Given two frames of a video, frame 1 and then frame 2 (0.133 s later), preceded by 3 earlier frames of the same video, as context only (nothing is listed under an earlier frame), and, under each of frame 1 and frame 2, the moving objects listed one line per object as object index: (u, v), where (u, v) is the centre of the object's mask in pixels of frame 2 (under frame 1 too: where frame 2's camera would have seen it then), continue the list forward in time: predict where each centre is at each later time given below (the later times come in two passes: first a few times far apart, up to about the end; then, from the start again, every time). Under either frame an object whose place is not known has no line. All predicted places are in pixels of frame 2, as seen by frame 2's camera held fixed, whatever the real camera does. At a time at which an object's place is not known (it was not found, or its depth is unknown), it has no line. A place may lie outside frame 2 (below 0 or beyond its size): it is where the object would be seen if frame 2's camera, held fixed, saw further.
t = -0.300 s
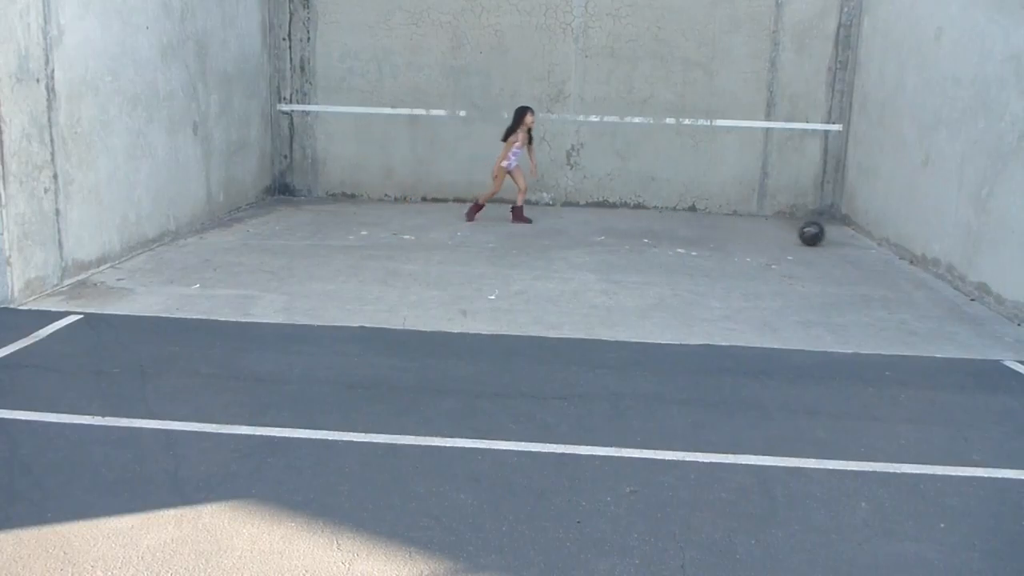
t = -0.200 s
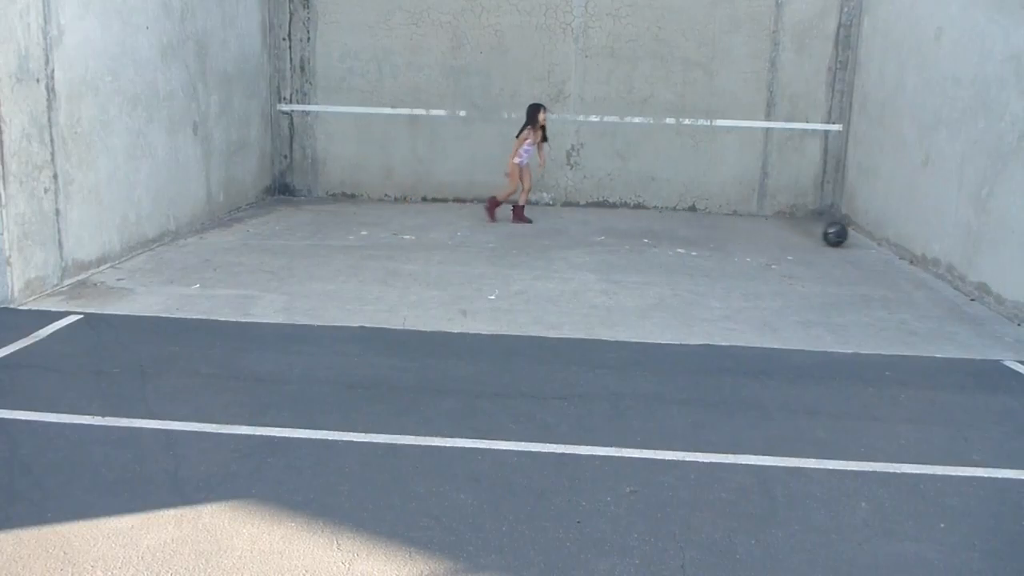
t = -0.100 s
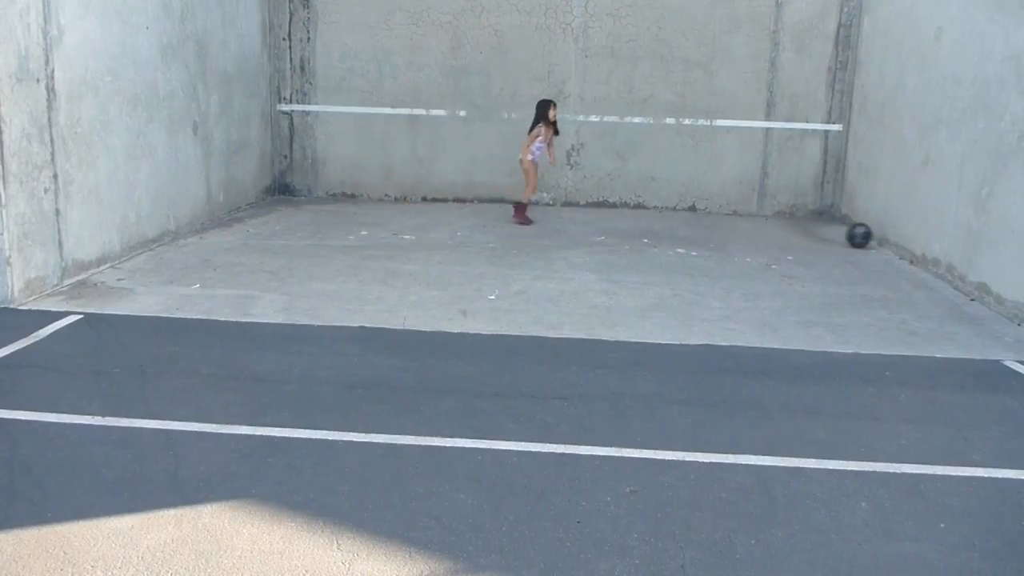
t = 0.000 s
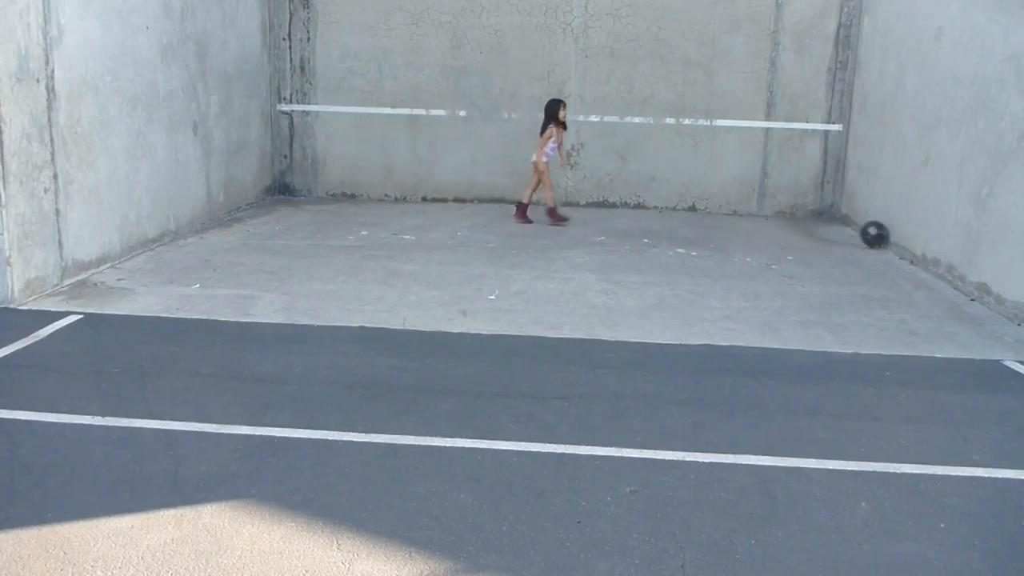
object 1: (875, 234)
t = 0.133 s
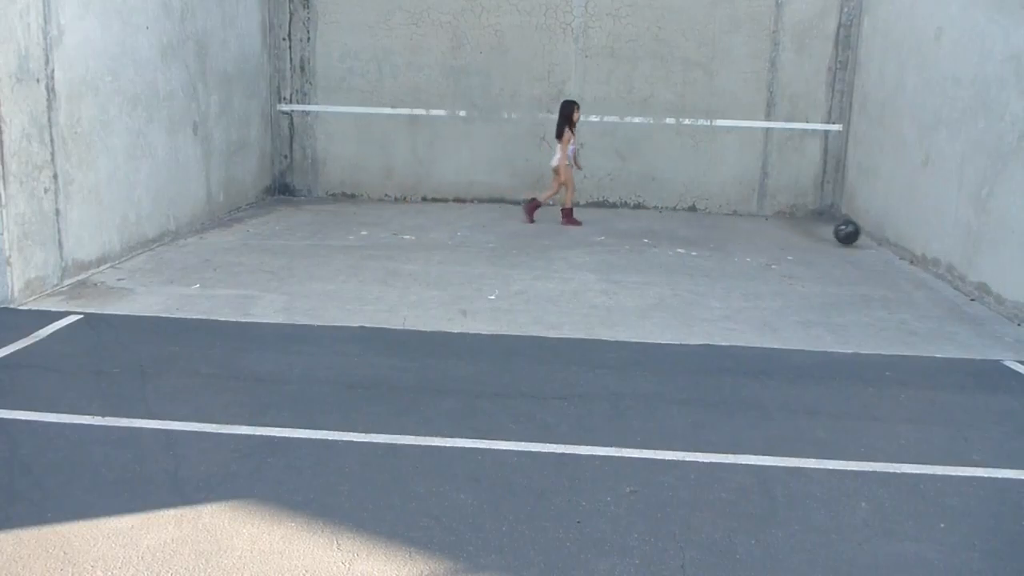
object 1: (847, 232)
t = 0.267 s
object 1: (833, 230)
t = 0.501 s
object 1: (814, 232)
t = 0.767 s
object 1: (793, 231)
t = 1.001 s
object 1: (775, 230)
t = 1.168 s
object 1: (762, 229)
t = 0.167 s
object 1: (840, 234)
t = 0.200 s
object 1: (837, 232)
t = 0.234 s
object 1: (835, 231)
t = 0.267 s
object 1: (833, 230)
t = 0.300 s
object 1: (830, 231)
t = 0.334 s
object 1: (827, 233)
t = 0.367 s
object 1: (824, 232)
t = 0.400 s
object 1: (822, 232)
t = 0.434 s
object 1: (819, 231)
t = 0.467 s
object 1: (817, 232)
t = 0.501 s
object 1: (814, 232)
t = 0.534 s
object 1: (811, 231)
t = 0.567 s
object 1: (809, 231)
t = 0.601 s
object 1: (806, 232)
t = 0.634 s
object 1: (803, 231)
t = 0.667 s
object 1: (801, 231)
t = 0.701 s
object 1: (798, 232)
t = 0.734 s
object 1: (795, 231)
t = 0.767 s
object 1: (793, 231)
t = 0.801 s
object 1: (790, 231)
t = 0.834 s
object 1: (788, 231)
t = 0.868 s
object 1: (785, 230)
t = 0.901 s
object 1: (782, 230)
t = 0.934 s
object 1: (780, 230)
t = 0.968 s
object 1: (777, 230)
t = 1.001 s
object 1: (775, 230)
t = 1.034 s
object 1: (772, 229)
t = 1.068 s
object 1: (770, 229)
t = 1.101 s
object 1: (767, 229)
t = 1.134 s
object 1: (765, 229)
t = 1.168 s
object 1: (762, 229)
